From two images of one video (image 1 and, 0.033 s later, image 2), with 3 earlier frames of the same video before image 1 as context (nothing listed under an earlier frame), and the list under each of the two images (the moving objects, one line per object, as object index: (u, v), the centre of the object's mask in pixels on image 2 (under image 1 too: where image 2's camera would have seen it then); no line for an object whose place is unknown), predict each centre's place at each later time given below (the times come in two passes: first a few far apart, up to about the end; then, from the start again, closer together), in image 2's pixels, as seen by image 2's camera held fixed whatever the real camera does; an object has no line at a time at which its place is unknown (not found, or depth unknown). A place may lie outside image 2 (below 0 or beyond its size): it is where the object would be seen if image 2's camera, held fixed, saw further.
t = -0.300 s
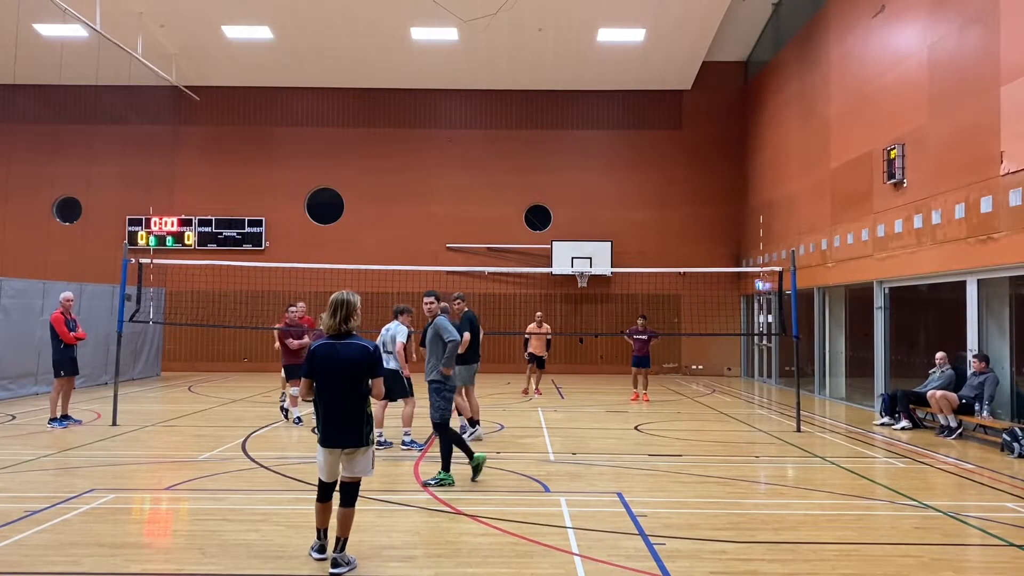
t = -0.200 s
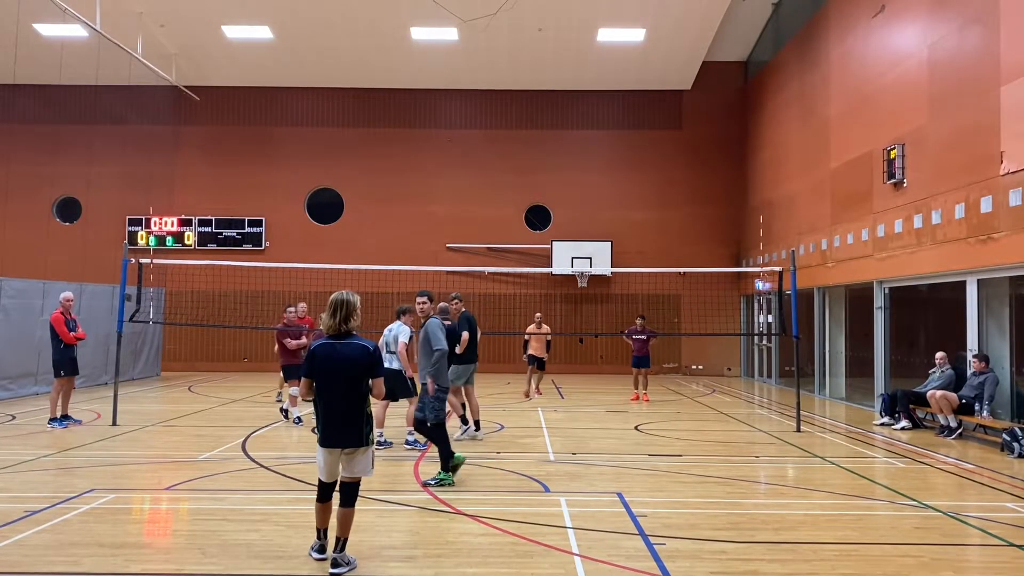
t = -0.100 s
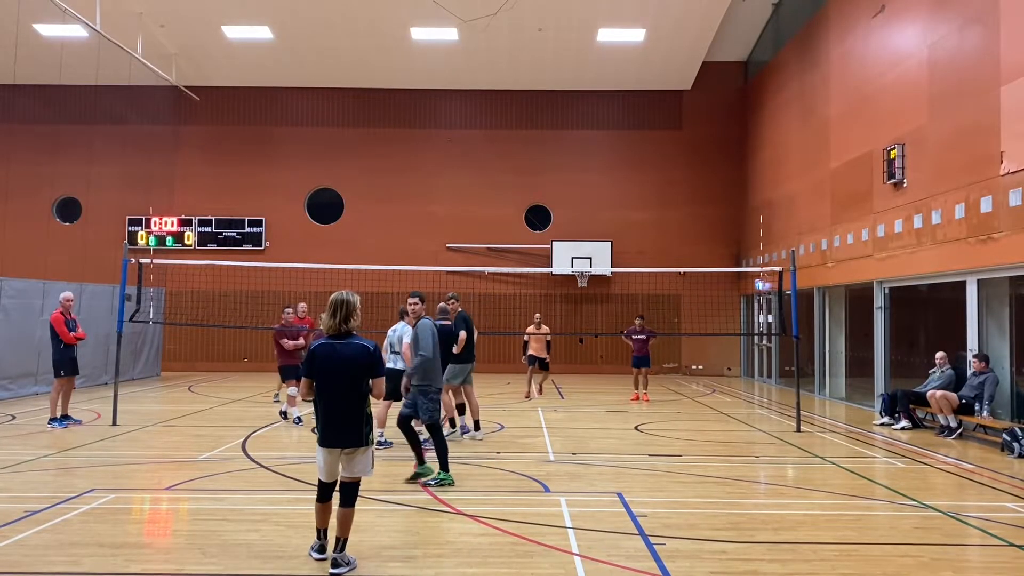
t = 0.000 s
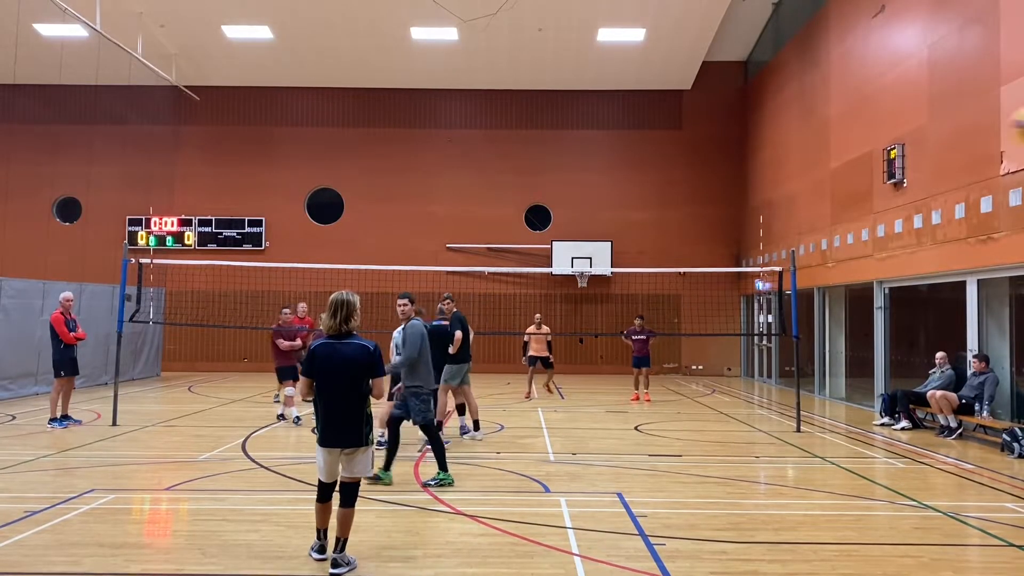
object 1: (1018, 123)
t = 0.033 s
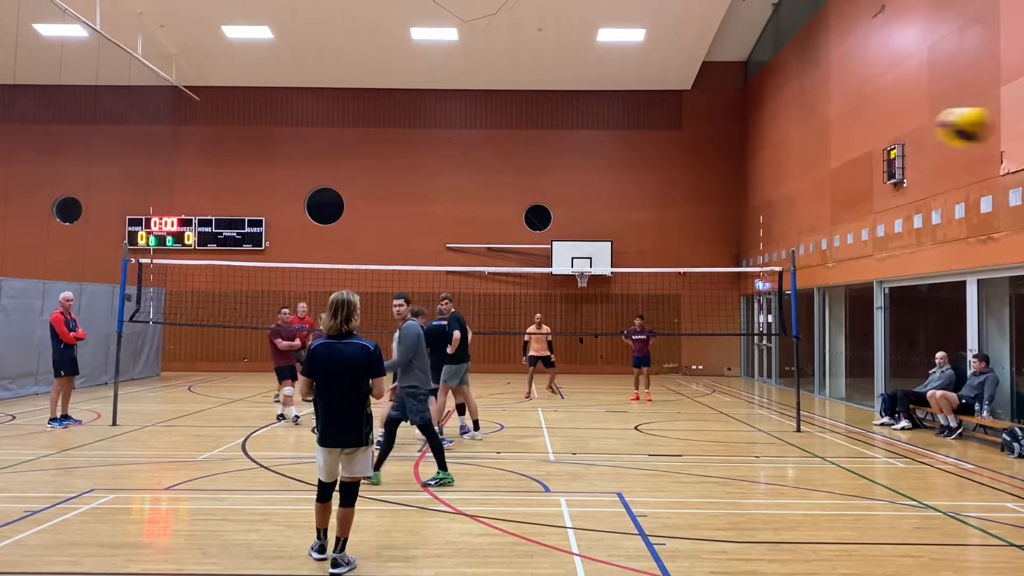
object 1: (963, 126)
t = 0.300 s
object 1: (674, 149)
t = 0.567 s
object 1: (565, 202)
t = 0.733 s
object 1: (522, 242)
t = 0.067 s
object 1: (900, 126)
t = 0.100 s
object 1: (849, 128)
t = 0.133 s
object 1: (808, 130)
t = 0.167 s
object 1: (772, 133)
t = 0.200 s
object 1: (742, 136)
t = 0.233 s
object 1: (717, 140)
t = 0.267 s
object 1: (694, 144)
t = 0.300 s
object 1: (674, 149)
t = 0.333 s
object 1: (655, 154)
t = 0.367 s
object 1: (638, 160)
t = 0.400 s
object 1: (624, 166)
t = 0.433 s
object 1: (610, 172)
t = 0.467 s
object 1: (598, 179)
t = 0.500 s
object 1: (585, 186)
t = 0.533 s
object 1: (574, 194)
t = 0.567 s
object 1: (565, 202)
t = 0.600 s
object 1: (554, 210)
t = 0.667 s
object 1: (538, 226)
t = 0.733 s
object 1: (522, 242)
